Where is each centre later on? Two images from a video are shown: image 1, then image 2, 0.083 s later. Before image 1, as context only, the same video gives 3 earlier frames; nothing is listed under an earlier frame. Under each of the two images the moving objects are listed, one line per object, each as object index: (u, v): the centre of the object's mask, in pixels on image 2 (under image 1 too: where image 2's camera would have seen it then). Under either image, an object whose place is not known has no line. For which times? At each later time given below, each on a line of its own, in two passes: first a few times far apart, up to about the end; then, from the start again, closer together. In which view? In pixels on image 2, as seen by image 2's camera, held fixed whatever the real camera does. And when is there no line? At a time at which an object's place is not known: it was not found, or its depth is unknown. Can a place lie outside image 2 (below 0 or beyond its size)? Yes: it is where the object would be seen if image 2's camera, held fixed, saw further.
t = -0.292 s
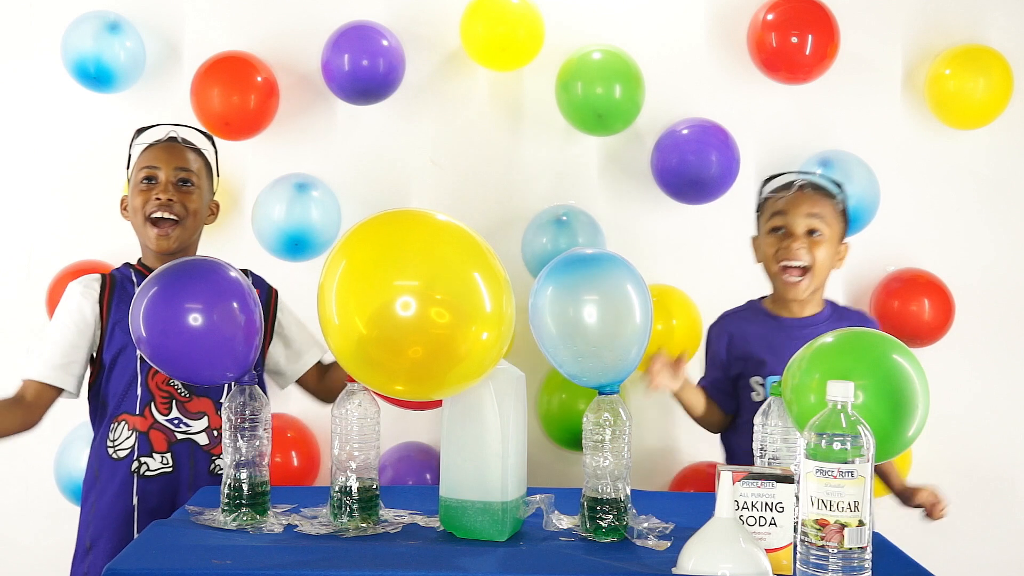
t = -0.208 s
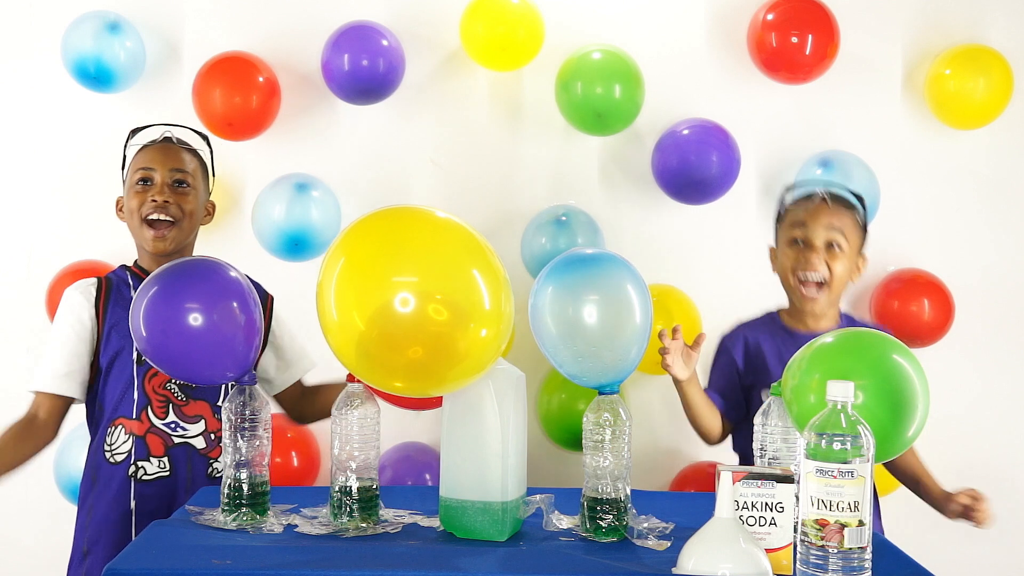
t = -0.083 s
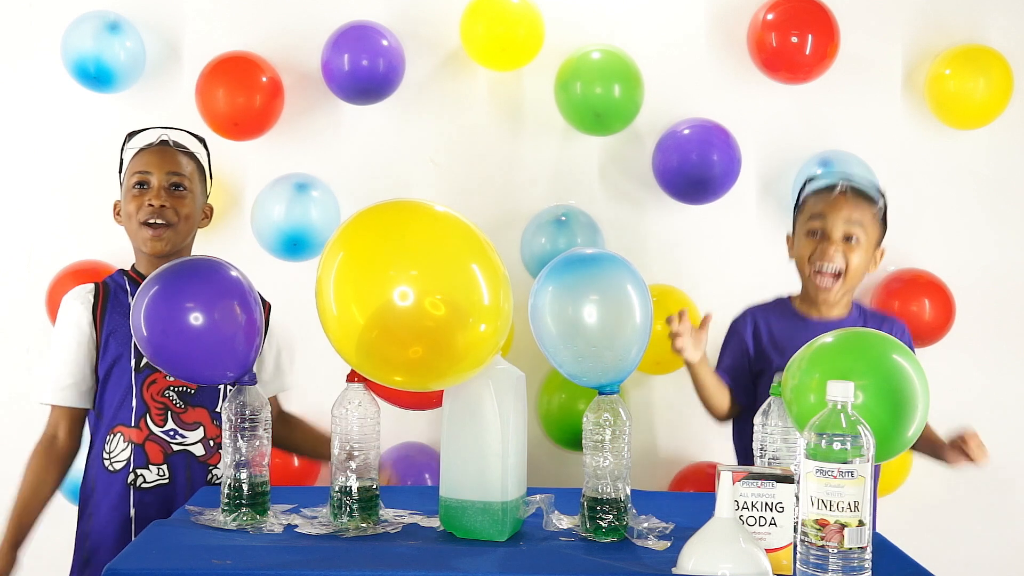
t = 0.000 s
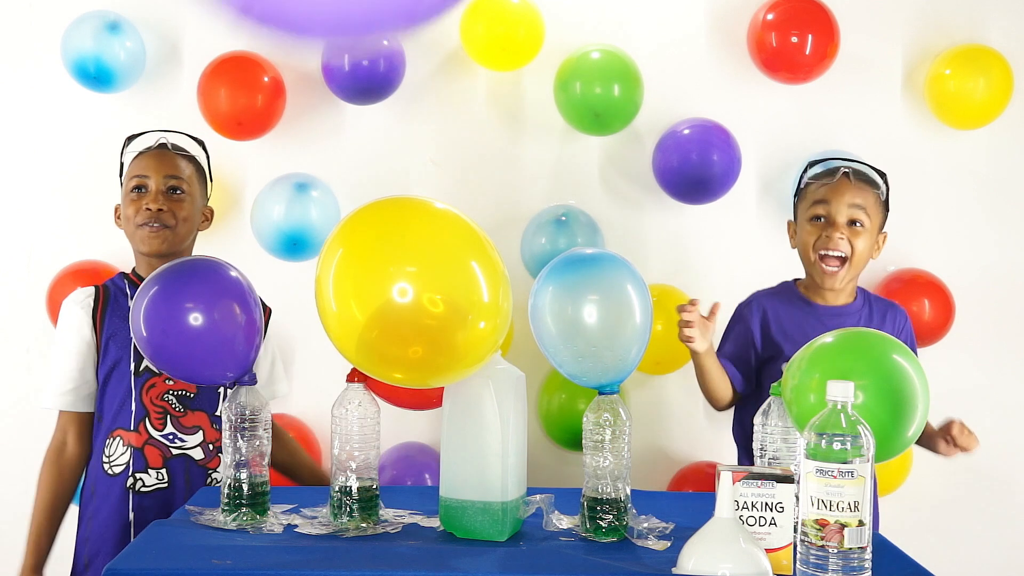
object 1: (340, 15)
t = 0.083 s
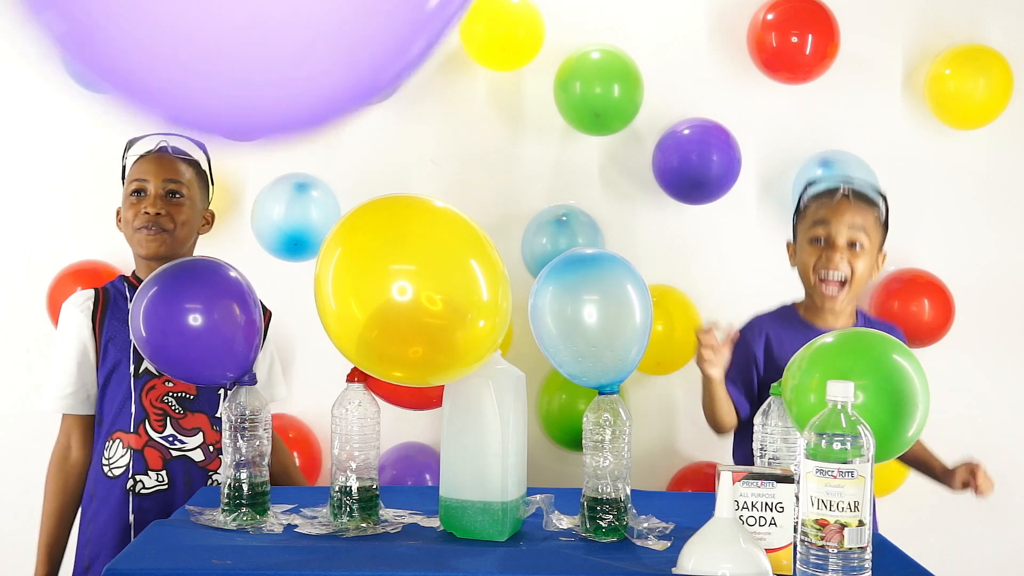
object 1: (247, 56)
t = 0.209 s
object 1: (179, 132)
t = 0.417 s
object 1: (156, 236)
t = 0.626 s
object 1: (277, 259)
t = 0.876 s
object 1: (772, 249)
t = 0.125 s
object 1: (208, 80)
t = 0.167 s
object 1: (190, 107)
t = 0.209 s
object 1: (179, 132)
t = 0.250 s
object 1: (169, 156)
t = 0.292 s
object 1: (157, 180)
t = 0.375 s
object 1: (147, 225)
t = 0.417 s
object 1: (156, 236)
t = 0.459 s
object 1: (167, 248)
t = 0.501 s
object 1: (189, 259)
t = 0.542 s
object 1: (213, 263)
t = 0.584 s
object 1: (243, 264)
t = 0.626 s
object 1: (277, 259)
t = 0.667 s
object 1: (339, 251)
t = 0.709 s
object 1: (425, 248)
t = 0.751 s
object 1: (520, 248)
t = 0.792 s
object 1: (600, 246)
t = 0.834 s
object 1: (685, 247)
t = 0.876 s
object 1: (772, 249)
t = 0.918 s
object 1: (844, 251)
